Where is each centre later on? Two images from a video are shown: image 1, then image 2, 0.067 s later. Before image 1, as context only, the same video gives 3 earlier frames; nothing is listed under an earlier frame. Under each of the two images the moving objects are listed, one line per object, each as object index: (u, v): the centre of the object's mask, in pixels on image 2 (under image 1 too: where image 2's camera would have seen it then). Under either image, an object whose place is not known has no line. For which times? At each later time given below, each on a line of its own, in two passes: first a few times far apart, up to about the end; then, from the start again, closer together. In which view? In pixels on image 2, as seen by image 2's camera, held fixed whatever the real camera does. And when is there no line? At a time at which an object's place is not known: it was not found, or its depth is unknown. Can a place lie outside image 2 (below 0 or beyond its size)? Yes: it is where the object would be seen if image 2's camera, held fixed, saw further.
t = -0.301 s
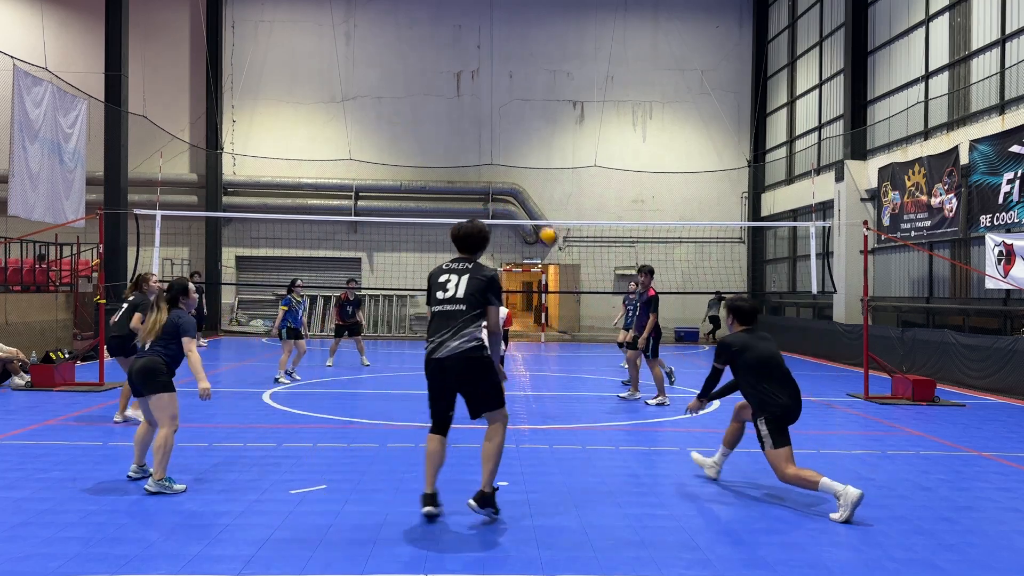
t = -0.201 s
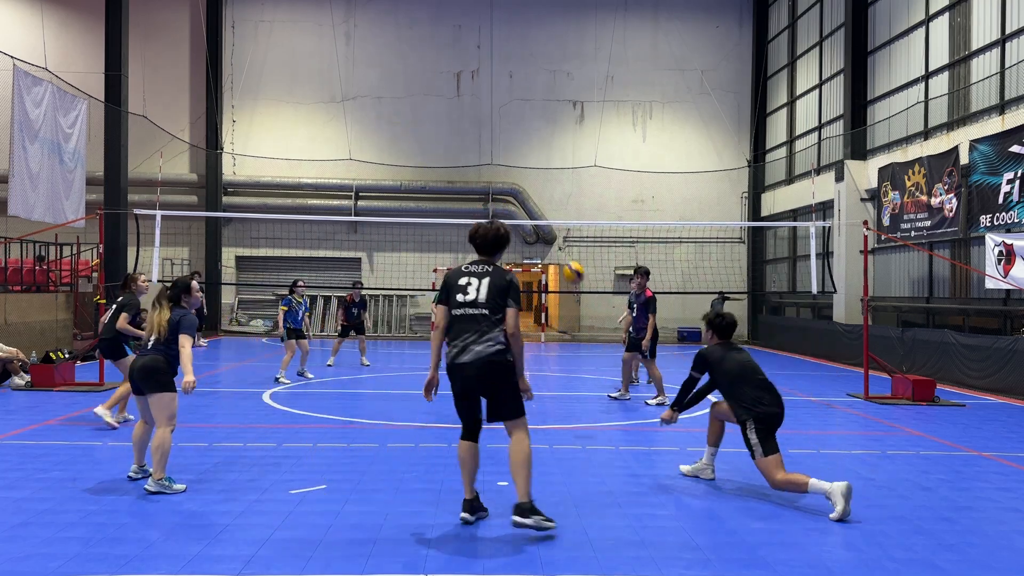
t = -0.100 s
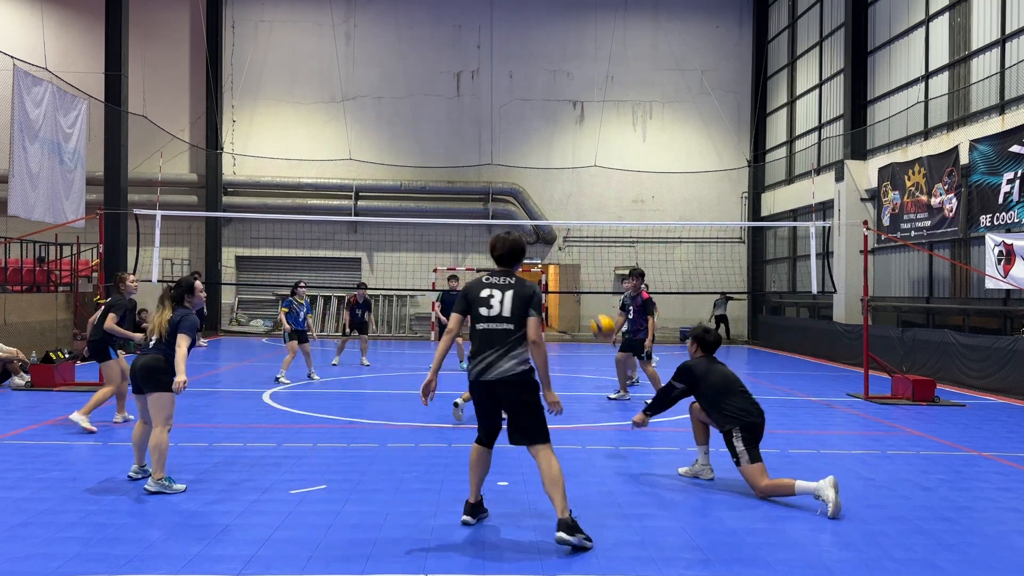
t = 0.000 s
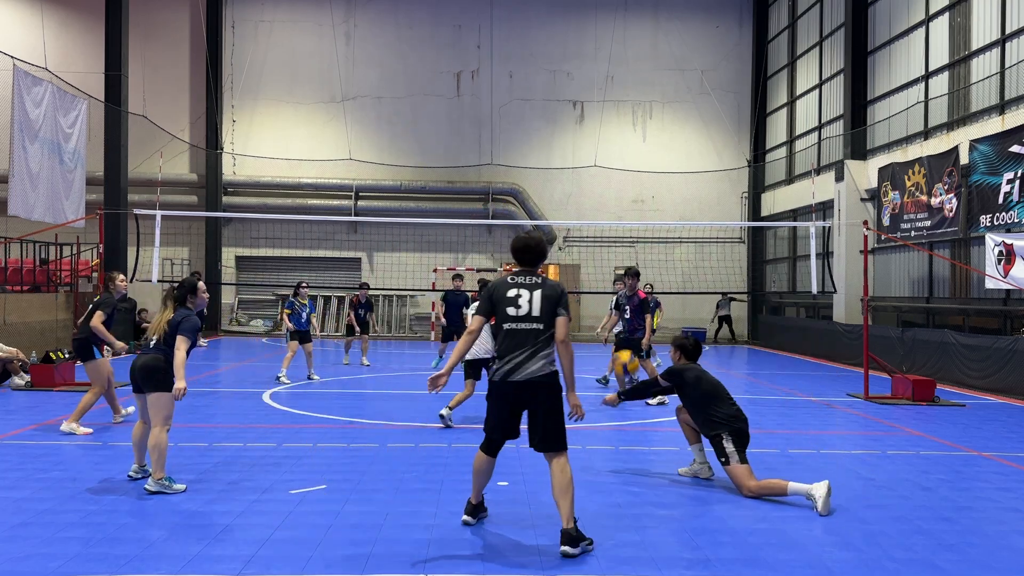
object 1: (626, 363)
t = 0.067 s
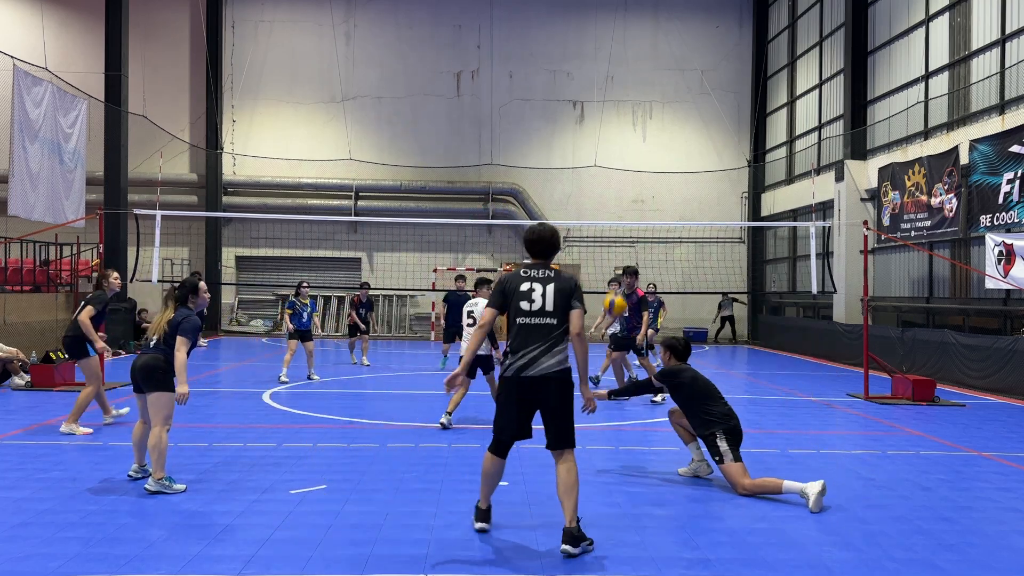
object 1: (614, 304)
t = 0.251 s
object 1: (590, 179)
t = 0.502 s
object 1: (562, 85)
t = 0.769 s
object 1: (536, 63)
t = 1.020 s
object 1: (515, 103)
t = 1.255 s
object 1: (496, 180)
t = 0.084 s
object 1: (612, 291)
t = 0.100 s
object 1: (610, 278)
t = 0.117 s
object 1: (607, 264)
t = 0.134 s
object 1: (605, 252)
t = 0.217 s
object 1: (594, 197)
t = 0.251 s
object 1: (590, 179)
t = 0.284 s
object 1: (586, 162)
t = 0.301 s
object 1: (584, 154)
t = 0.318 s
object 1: (581, 146)
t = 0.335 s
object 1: (580, 139)
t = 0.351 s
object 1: (578, 132)
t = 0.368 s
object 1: (576, 125)
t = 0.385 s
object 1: (574, 119)
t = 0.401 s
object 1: (573, 113)
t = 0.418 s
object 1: (571, 108)
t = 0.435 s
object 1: (569, 103)
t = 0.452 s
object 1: (567, 98)
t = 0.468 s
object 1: (565, 93)
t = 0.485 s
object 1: (564, 89)
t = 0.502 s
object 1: (562, 85)
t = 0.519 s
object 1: (560, 82)
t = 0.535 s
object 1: (558, 79)
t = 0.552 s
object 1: (556, 75)
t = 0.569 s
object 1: (555, 73)
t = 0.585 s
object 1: (553, 71)
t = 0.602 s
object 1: (551, 68)
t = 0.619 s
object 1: (550, 67)
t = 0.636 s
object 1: (549, 65)
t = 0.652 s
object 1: (547, 64)
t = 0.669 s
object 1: (546, 63)
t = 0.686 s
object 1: (544, 62)
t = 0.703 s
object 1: (542, 62)
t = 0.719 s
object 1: (541, 62)
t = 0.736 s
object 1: (539, 62)
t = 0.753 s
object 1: (538, 63)
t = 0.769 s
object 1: (536, 63)
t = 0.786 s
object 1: (535, 64)
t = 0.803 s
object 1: (533, 66)
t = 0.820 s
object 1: (532, 67)
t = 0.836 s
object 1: (530, 69)
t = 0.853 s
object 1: (529, 71)
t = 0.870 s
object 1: (527, 73)
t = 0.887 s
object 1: (526, 75)
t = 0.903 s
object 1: (525, 78)
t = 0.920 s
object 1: (523, 81)
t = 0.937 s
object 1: (522, 84)
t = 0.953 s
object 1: (521, 87)
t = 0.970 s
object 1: (519, 91)
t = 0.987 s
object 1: (517, 94)
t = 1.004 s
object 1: (516, 98)
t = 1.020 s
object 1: (515, 103)
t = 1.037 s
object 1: (514, 107)
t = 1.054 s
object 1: (512, 112)
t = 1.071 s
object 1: (511, 116)
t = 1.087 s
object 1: (510, 121)
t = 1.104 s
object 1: (509, 126)
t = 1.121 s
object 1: (507, 132)
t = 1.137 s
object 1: (506, 137)
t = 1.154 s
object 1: (505, 143)
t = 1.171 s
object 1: (503, 149)
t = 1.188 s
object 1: (502, 155)
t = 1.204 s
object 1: (501, 161)
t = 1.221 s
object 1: (499, 168)
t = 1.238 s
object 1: (498, 175)
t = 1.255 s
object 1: (496, 180)
